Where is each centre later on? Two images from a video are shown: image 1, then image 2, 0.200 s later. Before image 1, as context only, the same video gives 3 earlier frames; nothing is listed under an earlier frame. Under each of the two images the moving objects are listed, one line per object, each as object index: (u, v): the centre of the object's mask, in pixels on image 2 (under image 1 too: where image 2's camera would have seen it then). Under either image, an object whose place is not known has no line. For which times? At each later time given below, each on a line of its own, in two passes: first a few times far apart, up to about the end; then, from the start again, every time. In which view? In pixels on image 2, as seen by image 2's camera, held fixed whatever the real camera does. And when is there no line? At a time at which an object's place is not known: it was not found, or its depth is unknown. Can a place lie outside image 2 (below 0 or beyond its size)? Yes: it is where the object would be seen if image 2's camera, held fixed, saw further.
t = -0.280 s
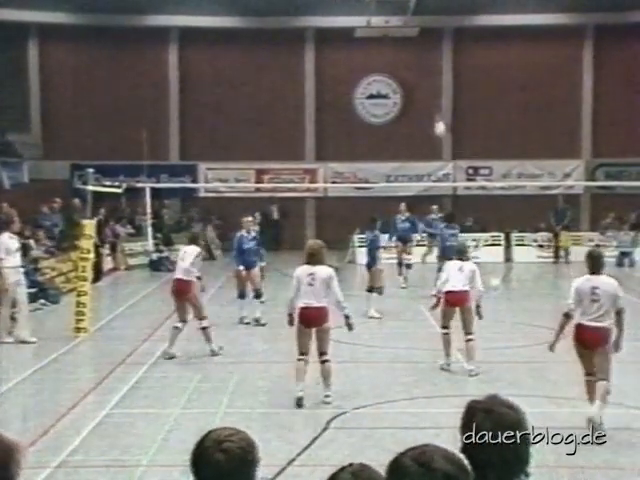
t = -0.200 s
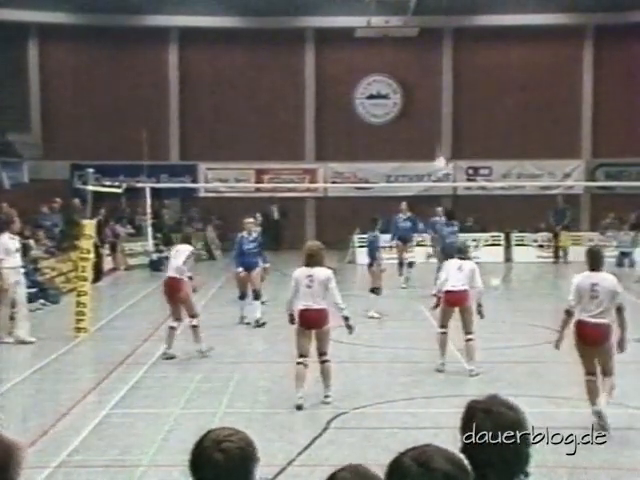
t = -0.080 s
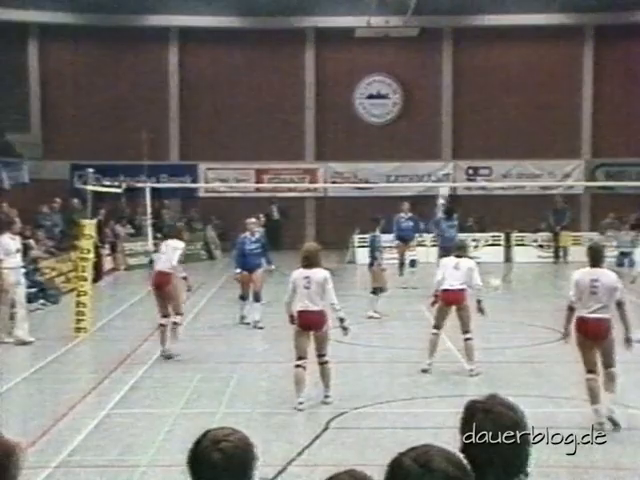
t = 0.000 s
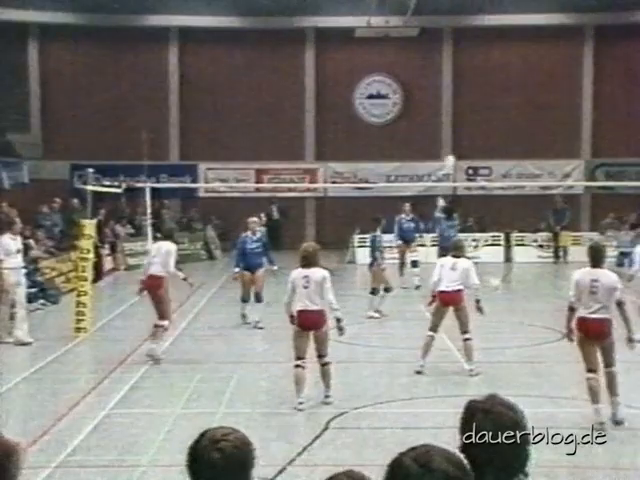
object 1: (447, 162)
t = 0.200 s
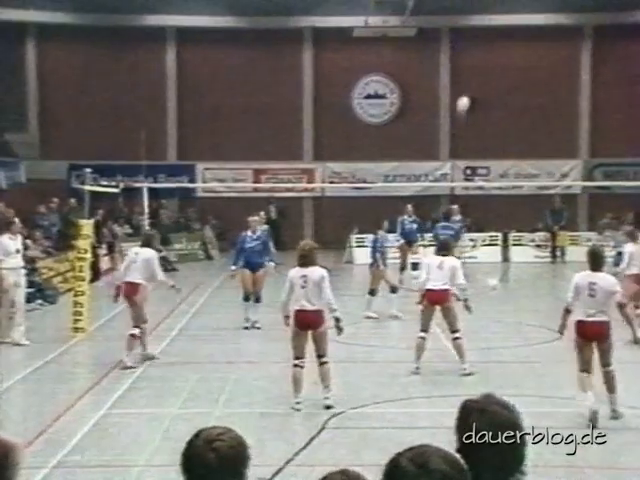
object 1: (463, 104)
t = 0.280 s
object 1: (470, 86)
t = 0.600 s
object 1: (498, 51)
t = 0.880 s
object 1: (529, 79)
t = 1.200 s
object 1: (568, 204)
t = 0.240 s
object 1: (465, 95)
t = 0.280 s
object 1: (470, 86)
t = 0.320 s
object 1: (473, 78)
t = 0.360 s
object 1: (477, 71)
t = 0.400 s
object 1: (479, 66)
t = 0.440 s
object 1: (483, 60)
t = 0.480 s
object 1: (486, 56)
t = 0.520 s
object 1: (491, 53)
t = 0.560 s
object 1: (494, 52)
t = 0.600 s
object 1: (498, 51)
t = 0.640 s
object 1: (503, 51)
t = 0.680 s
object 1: (507, 52)
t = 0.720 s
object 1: (511, 55)
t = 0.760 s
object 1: (515, 58)
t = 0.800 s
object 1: (520, 64)
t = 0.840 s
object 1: (525, 71)
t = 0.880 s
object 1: (529, 79)
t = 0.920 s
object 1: (534, 89)
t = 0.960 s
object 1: (539, 100)
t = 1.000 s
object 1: (544, 113)
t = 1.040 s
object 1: (548, 128)
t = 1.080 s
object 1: (553, 144)
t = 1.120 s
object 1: (558, 160)
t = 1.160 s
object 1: (563, 178)
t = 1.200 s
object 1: (568, 204)
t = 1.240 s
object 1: (573, 225)
